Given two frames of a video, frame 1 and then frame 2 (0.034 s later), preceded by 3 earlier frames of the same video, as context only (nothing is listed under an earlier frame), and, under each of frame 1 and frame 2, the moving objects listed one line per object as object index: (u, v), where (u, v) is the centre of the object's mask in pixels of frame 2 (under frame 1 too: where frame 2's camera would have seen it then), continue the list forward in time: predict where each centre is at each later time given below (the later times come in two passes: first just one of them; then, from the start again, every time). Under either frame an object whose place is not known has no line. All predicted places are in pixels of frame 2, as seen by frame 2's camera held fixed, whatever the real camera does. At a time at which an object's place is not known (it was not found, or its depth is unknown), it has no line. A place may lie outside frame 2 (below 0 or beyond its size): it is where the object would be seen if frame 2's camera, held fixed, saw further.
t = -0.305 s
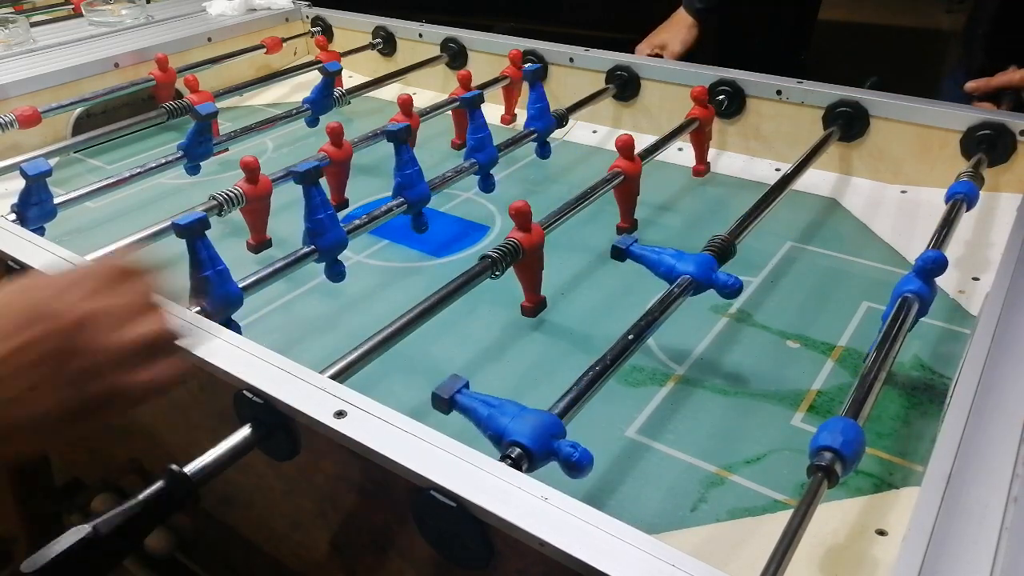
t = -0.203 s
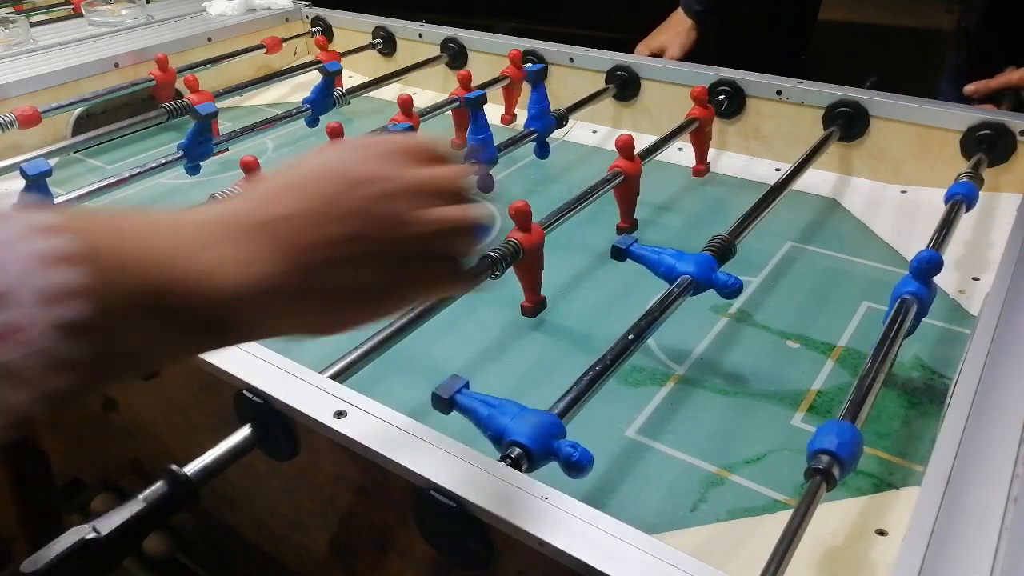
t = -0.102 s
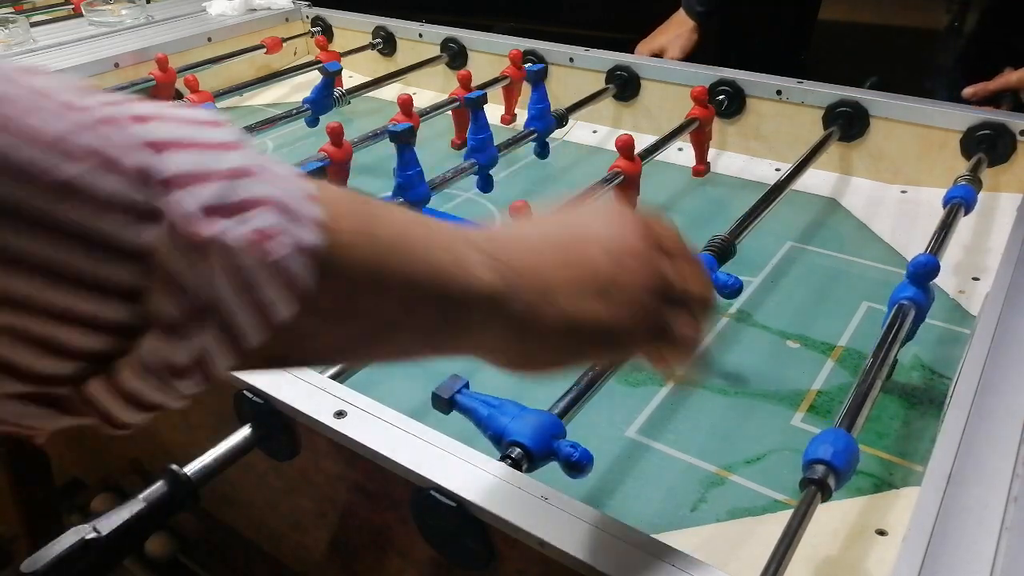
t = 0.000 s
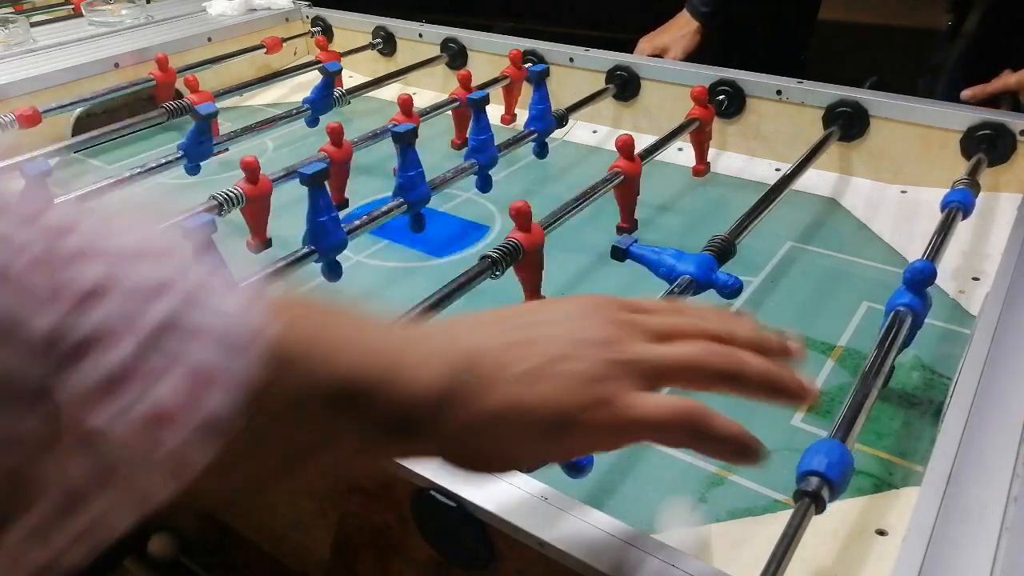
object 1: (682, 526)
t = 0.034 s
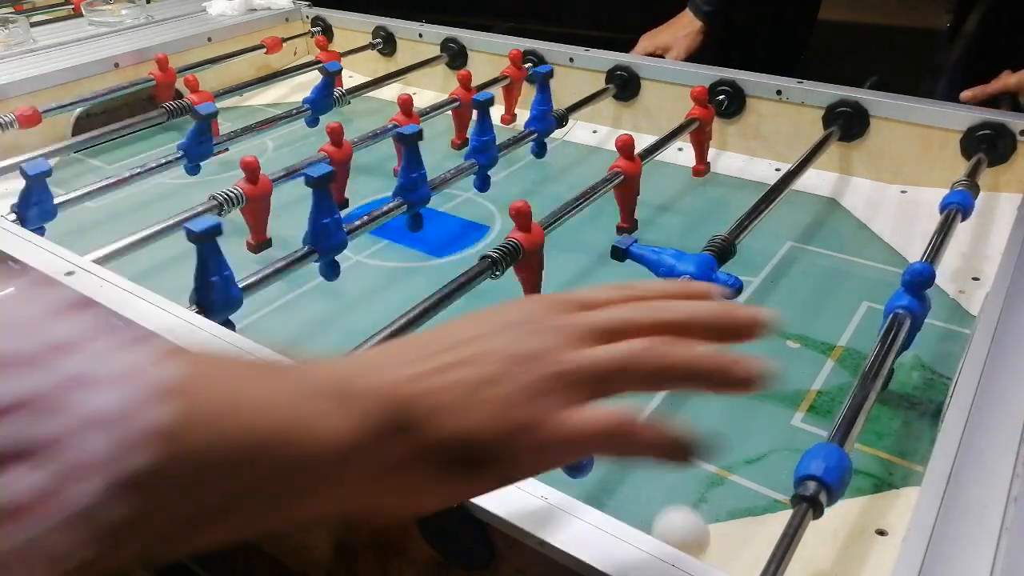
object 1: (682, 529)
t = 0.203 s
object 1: (644, 516)
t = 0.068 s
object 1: (675, 520)
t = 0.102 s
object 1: (669, 519)
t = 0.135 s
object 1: (663, 524)
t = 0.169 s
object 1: (654, 521)
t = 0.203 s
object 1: (644, 516)
